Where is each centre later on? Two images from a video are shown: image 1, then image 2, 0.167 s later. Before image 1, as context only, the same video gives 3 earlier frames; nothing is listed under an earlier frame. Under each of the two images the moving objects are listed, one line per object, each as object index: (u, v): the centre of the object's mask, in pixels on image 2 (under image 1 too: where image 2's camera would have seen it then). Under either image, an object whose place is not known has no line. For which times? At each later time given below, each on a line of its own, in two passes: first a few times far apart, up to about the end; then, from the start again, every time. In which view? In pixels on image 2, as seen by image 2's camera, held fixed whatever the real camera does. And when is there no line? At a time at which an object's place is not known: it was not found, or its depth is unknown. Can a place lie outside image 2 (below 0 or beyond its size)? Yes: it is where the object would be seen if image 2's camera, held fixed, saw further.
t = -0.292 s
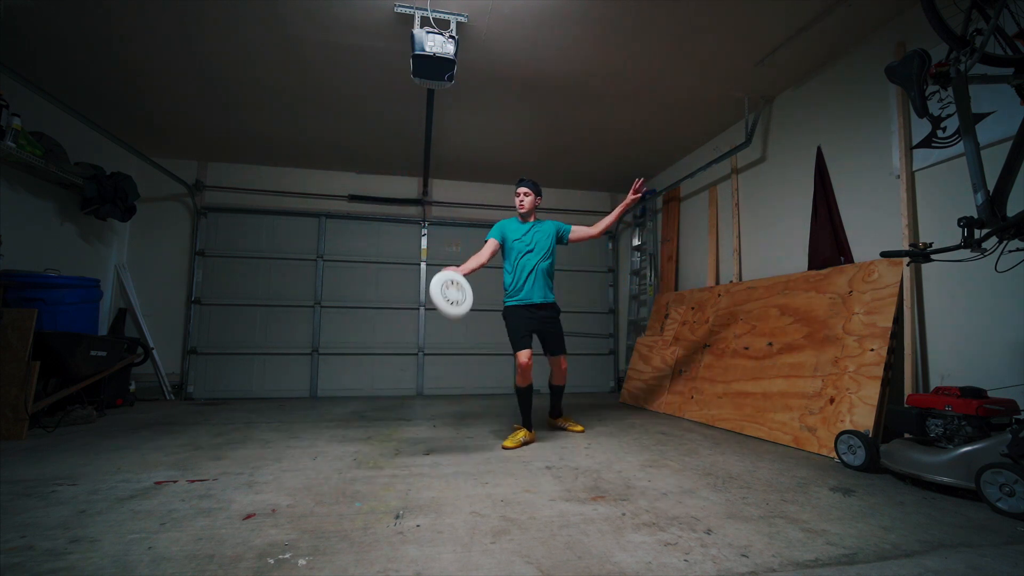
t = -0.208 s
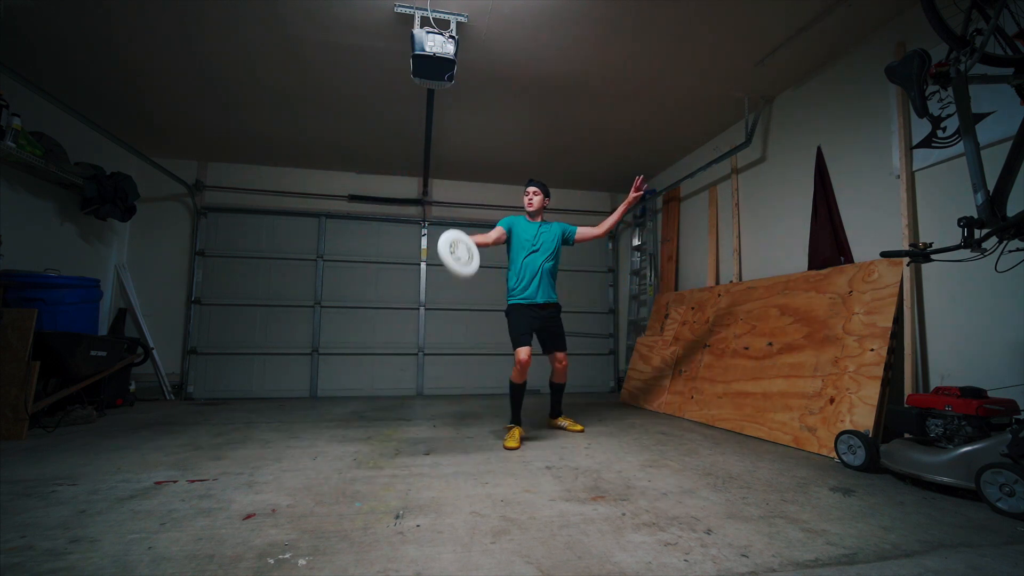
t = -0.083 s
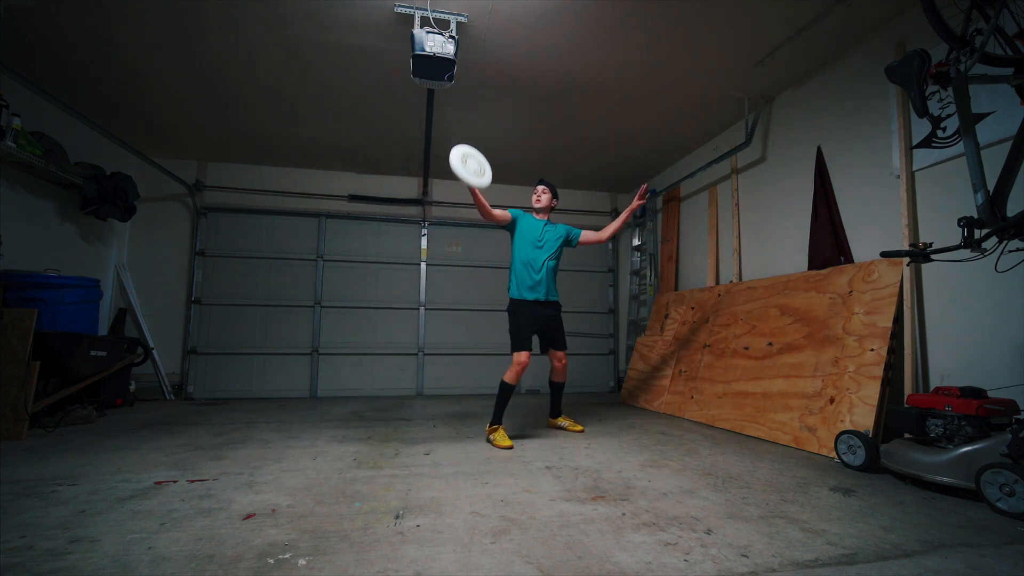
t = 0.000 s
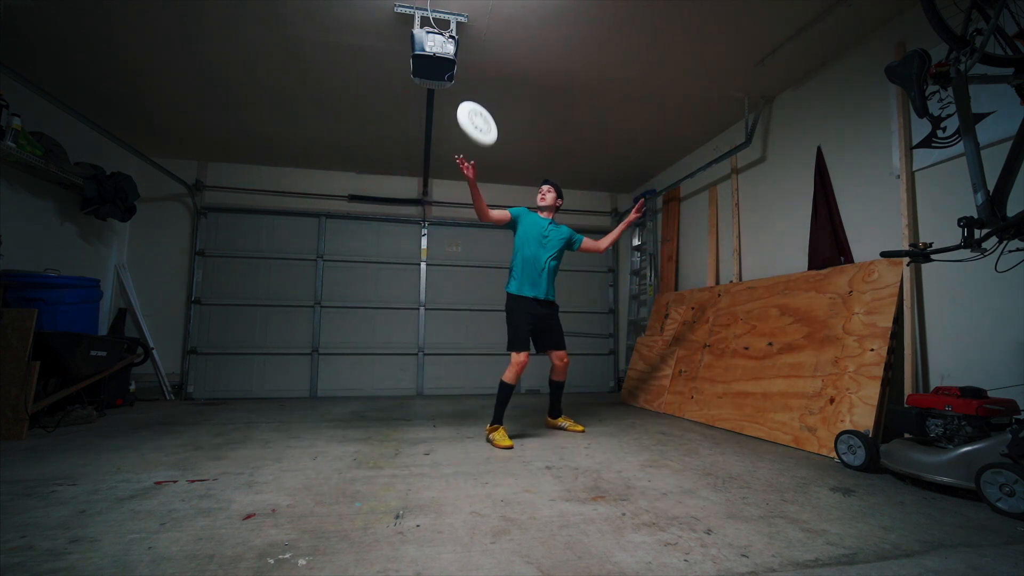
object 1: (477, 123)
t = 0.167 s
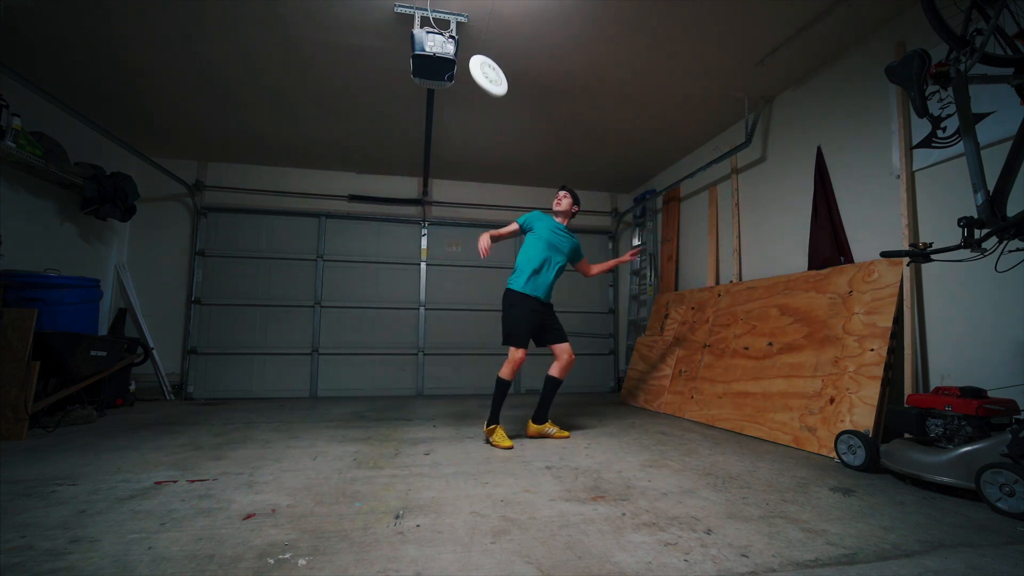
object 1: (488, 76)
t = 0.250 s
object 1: (493, 70)
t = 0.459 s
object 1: (505, 96)
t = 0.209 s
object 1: (490, 72)
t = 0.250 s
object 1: (493, 70)
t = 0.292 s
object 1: (495, 70)
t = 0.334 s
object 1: (498, 74)
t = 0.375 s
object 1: (500, 78)
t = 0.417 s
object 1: (503, 88)
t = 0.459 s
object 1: (505, 96)
